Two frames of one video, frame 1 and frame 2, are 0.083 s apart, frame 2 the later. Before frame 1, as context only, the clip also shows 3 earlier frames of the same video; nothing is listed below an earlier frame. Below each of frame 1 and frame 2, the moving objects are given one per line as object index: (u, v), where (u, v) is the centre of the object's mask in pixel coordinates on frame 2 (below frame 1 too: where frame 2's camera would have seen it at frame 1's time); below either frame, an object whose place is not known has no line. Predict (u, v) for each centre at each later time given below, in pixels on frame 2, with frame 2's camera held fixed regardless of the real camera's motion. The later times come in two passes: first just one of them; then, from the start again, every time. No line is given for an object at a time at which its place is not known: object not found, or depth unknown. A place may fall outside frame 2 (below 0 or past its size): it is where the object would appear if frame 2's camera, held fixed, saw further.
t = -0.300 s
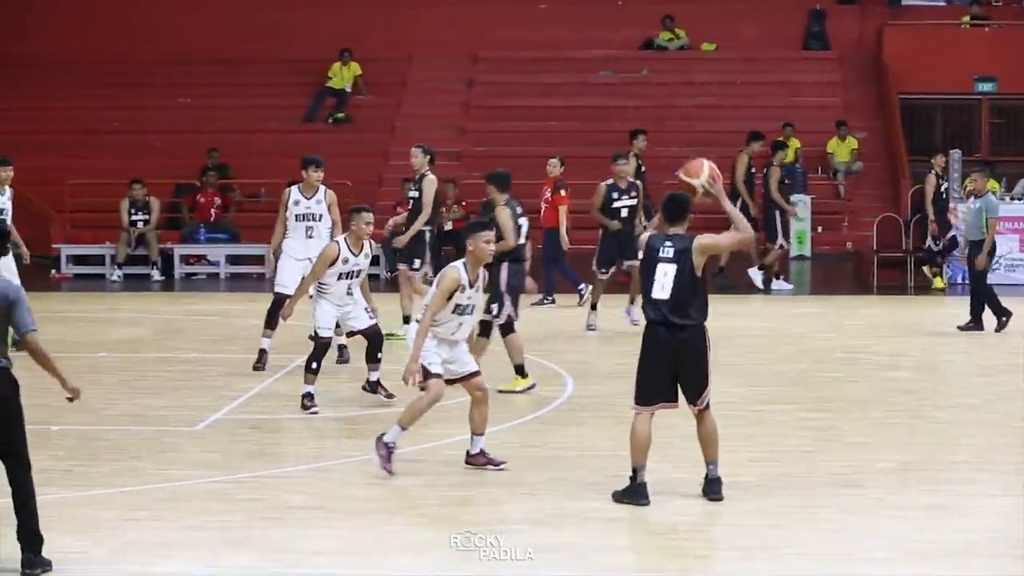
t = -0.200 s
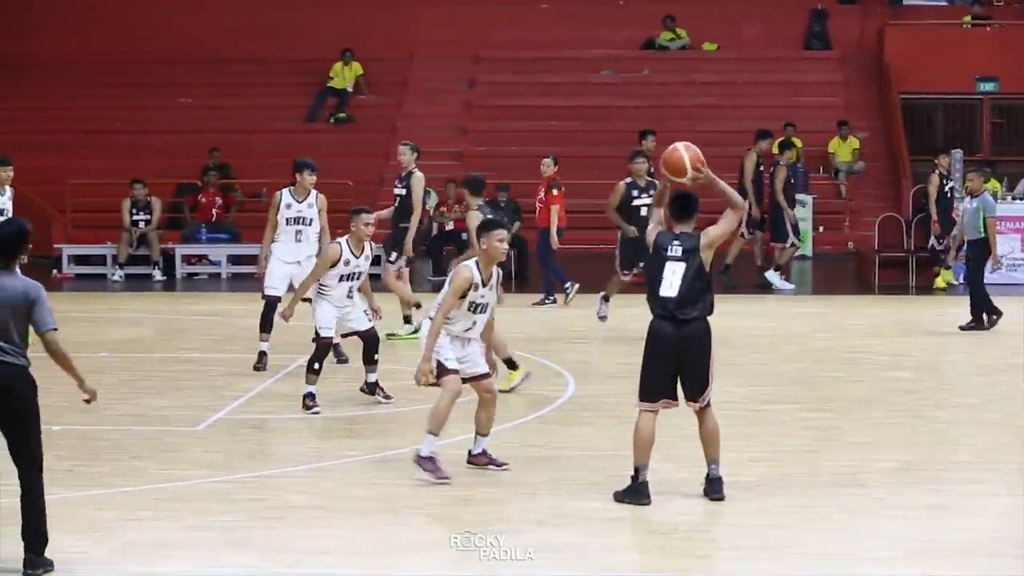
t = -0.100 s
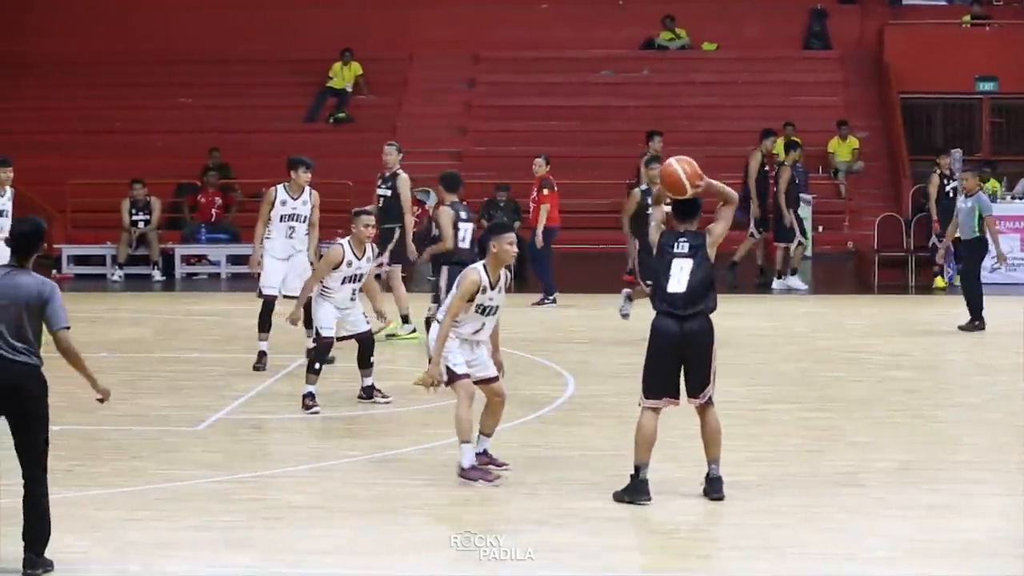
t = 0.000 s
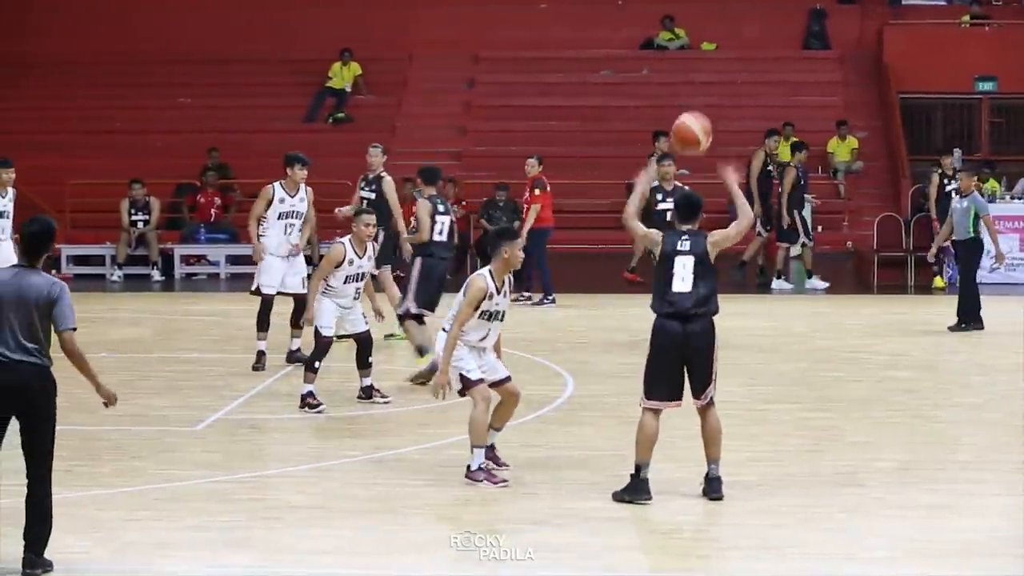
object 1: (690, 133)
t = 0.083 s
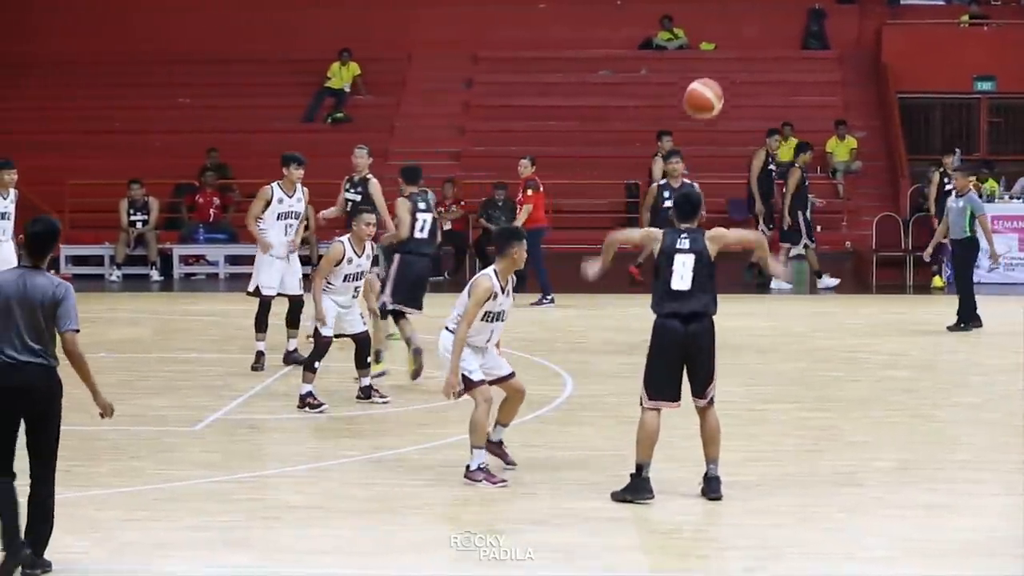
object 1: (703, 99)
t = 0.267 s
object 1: (726, 69)
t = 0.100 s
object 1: (706, 94)
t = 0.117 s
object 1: (707, 89)
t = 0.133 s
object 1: (710, 84)
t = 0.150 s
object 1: (712, 81)
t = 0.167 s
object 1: (714, 78)
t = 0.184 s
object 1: (717, 75)
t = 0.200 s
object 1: (718, 73)
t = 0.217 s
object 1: (720, 71)
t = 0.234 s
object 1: (722, 70)
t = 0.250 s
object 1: (724, 69)
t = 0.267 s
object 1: (726, 69)
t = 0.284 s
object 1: (728, 69)
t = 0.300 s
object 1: (729, 69)
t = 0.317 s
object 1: (731, 70)
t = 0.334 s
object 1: (732, 71)
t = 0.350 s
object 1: (734, 73)
